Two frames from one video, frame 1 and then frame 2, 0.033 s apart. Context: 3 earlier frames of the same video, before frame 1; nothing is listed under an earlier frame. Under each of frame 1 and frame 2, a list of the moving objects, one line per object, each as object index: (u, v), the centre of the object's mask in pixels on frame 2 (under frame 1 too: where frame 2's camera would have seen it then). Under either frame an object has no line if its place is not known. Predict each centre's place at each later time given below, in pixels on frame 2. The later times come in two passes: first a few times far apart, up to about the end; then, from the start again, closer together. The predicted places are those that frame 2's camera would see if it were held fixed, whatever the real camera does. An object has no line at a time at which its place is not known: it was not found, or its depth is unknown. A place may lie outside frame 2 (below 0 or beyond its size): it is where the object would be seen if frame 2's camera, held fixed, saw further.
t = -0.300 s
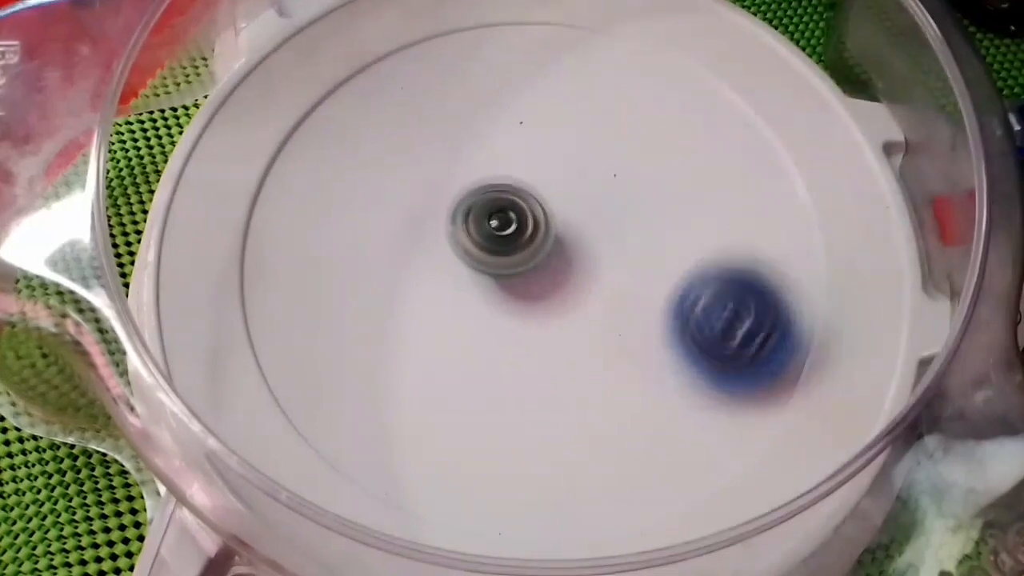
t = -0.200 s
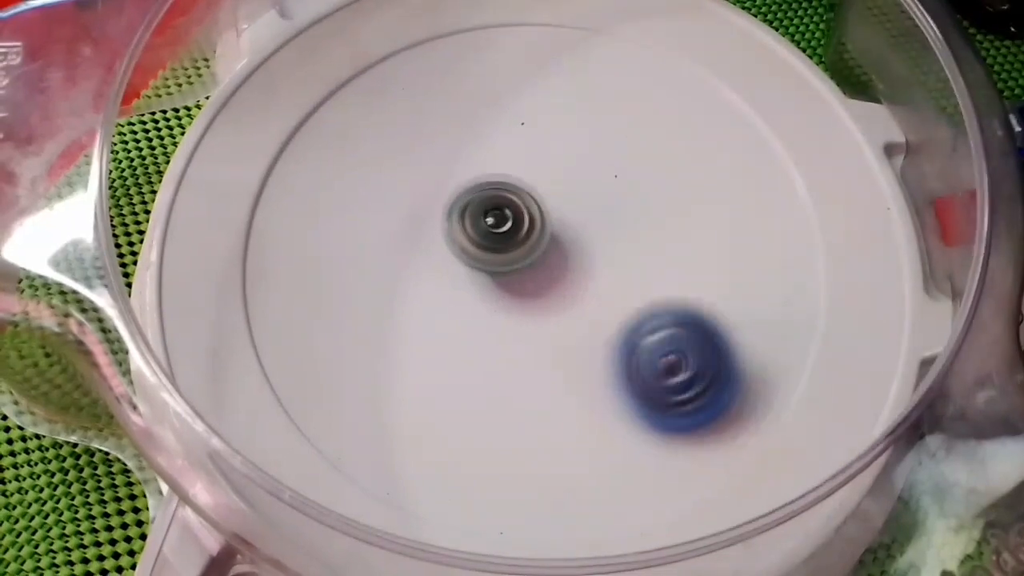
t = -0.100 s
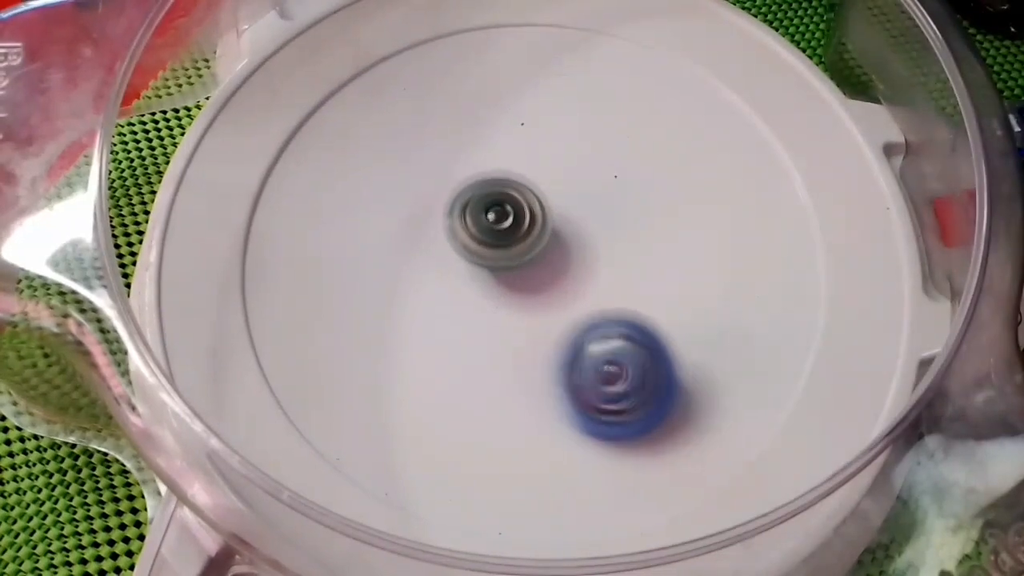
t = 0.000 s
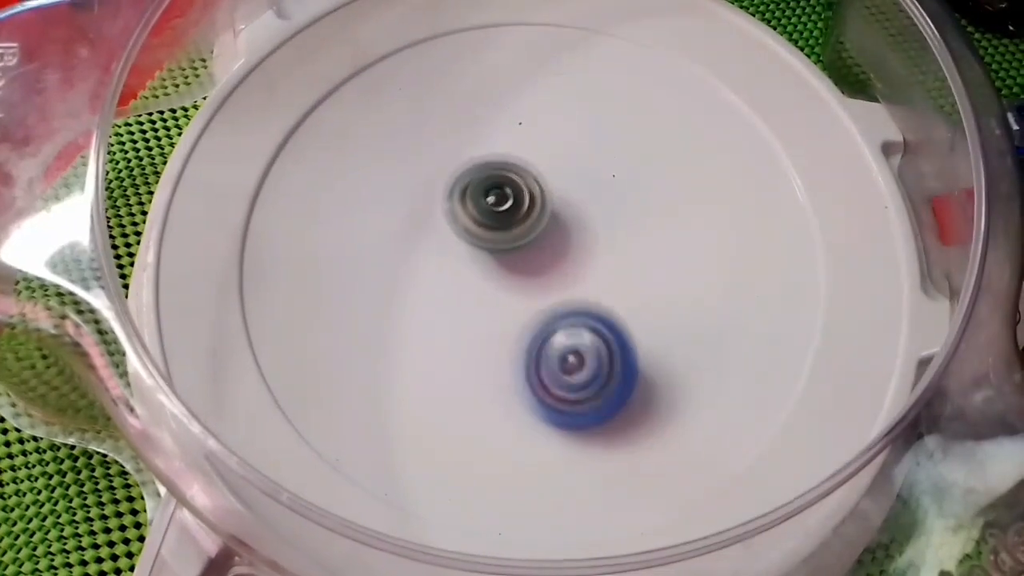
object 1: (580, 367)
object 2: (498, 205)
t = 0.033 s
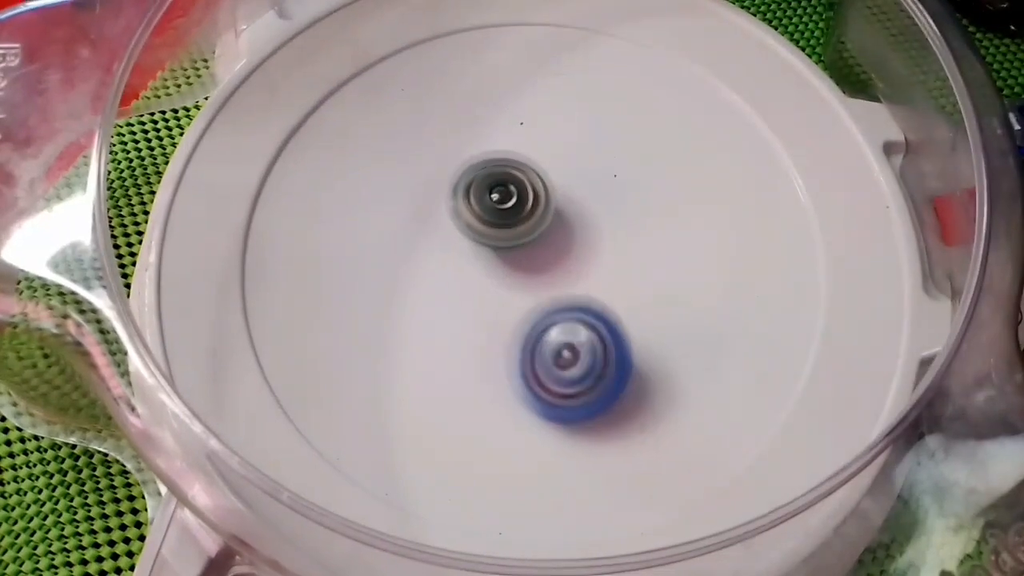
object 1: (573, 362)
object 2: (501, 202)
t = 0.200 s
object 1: (582, 346)
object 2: (509, 206)
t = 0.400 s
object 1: (686, 370)
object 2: (506, 214)
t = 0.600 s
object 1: (800, 332)
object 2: (544, 209)
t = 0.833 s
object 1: (693, 209)
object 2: (548, 197)
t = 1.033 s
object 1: (615, 399)
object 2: (403, 206)
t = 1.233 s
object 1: (668, 445)
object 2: (365, 292)
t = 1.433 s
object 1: (661, 299)
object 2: (426, 341)
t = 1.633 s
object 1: (562, 226)
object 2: (415, 386)
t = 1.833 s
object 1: (504, 236)
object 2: (470, 410)
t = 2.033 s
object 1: (531, 262)
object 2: (536, 375)
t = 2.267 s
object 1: (508, 201)
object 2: (567, 294)
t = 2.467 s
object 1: (440, 240)
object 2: (564, 233)
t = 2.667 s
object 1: (527, 290)
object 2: (562, 165)
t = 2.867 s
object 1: (554, 243)
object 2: (533, 97)
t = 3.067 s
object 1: (579, 293)
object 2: (484, 50)
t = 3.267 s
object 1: (578, 257)
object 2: (463, 81)
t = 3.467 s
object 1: (519, 262)
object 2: (478, 148)
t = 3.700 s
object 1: (561, 328)
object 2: (549, 218)
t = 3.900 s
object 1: (680, 363)
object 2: (607, 158)
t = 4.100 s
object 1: (566, 274)
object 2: (615, 129)
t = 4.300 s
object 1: (411, 423)
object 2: (580, 78)
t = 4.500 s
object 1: (601, 446)
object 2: (546, 109)
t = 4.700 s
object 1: (574, 274)
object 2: (520, 94)
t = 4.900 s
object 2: (462, 17)
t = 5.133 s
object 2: (456, 195)
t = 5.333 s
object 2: (530, 195)
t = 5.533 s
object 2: (583, 163)
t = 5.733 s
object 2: (576, 192)
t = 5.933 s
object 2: (668, 181)
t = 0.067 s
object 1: (569, 358)
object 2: (501, 202)
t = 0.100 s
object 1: (567, 354)
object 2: (501, 202)
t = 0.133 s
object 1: (569, 350)
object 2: (504, 201)
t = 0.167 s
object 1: (574, 347)
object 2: (507, 202)
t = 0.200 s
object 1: (582, 346)
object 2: (509, 206)
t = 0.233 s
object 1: (592, 346)
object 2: (510, 208)
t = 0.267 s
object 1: (605, 348)
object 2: (508, 210)
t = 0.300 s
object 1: (619, 351)
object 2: (506, 211)
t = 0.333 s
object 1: (638, 356)
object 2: (505, 212)
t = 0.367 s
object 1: (660, 363)
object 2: (505, 214)
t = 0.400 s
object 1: (686, 370)
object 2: (506, 214)
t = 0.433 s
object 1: (716, 377)
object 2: (510, 214)
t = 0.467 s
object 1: (747, 381)
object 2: (518, 215)
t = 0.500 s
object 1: (779, 381)
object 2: (527, 216)
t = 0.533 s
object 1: (792, 367)
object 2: (534, 214)
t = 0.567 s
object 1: (795, 351)
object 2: (539, 212)
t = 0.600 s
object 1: (800, 332)
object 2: (544, 209)
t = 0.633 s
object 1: (804, 312)
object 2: (549, 202)
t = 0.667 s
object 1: (809, 291)
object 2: (552, 197)
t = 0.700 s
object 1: (810, 267)
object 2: (552, 196)
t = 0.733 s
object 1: (799, 243)
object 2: (551, 195)
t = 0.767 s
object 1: (774, 226)
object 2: (550, 195)
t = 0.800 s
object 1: (740, 212)
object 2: (549, 196)
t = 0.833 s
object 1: (693, 209)
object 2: (548, 197)
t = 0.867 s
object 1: (657, 216)
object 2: (536, 199)
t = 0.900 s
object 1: (647, 240)
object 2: (497, 194)
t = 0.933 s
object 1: (633, 272)
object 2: (463, 192)
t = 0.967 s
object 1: (621, 311)
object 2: (437, 192)
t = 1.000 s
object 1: (613, 353)
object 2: (419, 197)
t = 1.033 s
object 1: (615, 399)
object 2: (403, 206)
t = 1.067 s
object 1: (622, 440)
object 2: (389, 219)
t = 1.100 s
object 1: (637, 477)
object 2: (379, 233)
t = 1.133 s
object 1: (654, 492)
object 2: (370, 248)
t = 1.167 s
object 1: (665, 487)
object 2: (365, 263)
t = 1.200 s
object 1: (667, 474)
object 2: (363, 277)
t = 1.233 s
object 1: (668, 445)
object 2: (365, 292)
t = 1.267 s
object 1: (669, 418)
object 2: (369, 305)
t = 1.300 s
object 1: (673, 390)
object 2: (376, 316)
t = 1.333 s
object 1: (677, 364)
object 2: (386, 327)
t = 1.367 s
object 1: (680, 340)
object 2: (398, 334)
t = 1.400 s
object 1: (675, 317)
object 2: (410, 339)
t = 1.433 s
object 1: (661, 299)
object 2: (426, 341)
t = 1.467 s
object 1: (639, 285)
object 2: (443, 342)
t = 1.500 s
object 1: (609, 276)
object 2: (458, 341)
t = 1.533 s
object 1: (574, 272)
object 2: (472, 340)
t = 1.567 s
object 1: (564, 258)
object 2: (453, 356)
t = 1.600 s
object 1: (564, 239)
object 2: (428, 375)
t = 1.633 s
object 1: (562, 226)
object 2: (415, 386)
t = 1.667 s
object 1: (556, 219)
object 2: (414, 394)
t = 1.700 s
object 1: (546, 217)
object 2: (421, 400)
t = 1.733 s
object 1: (534, 217)
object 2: (431, 406)
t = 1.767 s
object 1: (523, 220)
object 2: (444, 411)
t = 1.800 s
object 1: (512, 226)
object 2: (457, 411)
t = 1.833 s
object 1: (504, 236)
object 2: (470, 410)
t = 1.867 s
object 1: (500, 249)
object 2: (483, 405)
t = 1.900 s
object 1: (499, 260)
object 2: (496, 399)
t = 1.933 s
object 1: (504, 273)
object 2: (508, 392)
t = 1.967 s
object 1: (513, 276)
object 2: (519, 387)
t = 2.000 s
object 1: (523, 271)
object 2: (528, 382)
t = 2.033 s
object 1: (531, 262)
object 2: (536, 375)
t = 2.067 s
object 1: (534, 253)
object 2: (544, 366)
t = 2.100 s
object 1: (535, 243)
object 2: (551, 356)
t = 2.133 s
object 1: (535, 232)
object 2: (557, 345)
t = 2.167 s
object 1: (533, 220)
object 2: (561, 333)
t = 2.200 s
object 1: (527, 210)
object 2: (565, 321)
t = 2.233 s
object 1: (519, 204)
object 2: (567, 308)
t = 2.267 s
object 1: (508, 201)
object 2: (567, 294)
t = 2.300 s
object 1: (493, 197)
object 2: (568, 283)
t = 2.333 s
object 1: (476, 194)
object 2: (568, 273)
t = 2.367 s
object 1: (460, 199)
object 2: (567, 263)
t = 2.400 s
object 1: (447, 209)
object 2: (567, 253)
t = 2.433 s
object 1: (439, 223)
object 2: (566, 243)
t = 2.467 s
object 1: (440, 240)
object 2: (564, 233)
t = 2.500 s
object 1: (449, 257)
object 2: (562, 224)
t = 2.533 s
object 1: (463, 270)
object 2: (561, 215)
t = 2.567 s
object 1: (475, 282)
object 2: (565, 202)
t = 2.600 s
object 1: (490, 290)
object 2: (565, 189)
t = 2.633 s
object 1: (508, 293)
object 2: (564, 178)
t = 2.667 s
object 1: (527, 290)
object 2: (562, 165)
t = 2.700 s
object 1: (543, 281)
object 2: (559, 155)
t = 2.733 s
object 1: (555, 268)
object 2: (555, 146)
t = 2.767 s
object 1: (560, 253)
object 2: (549, 137)
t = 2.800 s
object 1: (560, 238)
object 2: (543, 129)
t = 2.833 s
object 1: (558, 231)
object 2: (540, 121)
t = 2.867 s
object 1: (554, 243)
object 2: (533, 97)
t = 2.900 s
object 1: (554, 258)
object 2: (525, 81)
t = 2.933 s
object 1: (555, 272)
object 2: (517, 70)
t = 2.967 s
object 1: (559, 283)
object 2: (509, 62)
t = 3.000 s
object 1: (565, 289)
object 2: (499, 55)
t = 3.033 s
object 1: (572, 292)
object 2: (491, 51)
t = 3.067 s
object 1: (579, 293)
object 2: (484, 50)
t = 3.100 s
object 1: (585, 290)
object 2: (477, 51)
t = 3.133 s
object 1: (589, 283)
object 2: (472, 54)
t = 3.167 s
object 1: (591, 276)
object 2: (468, 59)
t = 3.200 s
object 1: (589, 268)
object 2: (465, 65)
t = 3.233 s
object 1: (584, 263)
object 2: (463, 73)
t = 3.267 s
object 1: (578, 257)
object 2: (463, 81)
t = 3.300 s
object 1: (570, 253)
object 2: (463, 91)
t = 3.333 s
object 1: (560, 250)
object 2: (464, 101)
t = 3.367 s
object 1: (549, 249)
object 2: (465, 112)
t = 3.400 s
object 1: (538, 252)
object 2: (468, 124)
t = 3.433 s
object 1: (527, 257)
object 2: (473, 136)
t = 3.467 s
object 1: (519, 262)
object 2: (478, 148)
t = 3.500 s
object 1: (513, 267)
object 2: (485, 160)
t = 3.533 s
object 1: (509, 274)
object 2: (492, 169)
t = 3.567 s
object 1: (510, 293)
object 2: (502, 178)
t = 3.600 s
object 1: (516, 307)
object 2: (512, 189)
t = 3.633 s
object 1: (528, 318)
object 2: (523, 199)
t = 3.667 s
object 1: (544, 323)
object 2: (536, 210)
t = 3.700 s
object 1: (561, 328)
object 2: (549, 218)
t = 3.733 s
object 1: (580, 358)
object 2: (564, 204)
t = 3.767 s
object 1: (600, 379)
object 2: (580, 184)
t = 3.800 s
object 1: (621, 388)
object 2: (592, 171)
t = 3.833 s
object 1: (645, 388)
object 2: (600, 164)
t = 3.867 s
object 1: (667, 379)
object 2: (604, 160)
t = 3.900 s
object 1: (680, 363)
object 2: (607, 158)
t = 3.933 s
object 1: (683, 342)
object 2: (609, 157)
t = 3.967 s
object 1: (674, 321)
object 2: (611, 157)
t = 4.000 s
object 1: (660, 301)
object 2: (611, 157)
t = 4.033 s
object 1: (637, 278)
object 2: (611, 158)
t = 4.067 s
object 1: (604, 268)
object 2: (613, 156)
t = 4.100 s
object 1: (566, 274)
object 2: (615, 129)
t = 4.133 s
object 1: (522, 291)
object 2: (611, 106)
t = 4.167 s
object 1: (483, 311)
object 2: (606, 94)
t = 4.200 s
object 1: (450, 336)
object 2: (600, 84)
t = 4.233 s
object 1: (427, 365)
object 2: (593, 79)
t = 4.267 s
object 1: (414, 395)
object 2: (586, 77)
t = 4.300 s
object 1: (411, 423)
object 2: (580, 78)
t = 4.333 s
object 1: (421, 453)
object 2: (574, 80)
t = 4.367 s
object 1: (447, 481)
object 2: (569, 83)
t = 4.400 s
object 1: (484, 493)
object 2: (564, 88)
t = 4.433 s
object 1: (527, 493)
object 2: (558, 93)
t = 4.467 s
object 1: (567, 476)
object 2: (552, 100)
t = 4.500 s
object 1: (601, 446)
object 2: (546, 109)
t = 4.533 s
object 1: (623, 407)
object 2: (541, 118)
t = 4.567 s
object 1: (634, 362)
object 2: (536, 129)
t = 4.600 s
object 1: (631, 321)
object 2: (533, 140)
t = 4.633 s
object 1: (620, 279)
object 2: (529, 152)
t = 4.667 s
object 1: (592, 244)
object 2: (527, 159)
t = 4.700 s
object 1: (574, 274)
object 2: (520, 94)
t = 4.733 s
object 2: (507, 33)
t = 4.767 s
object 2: (499, 11)
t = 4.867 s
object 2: (473, 13)
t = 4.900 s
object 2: (462, 17)
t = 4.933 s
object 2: (456, 41)
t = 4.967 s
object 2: (453, 68)
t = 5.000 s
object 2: (448, 94)
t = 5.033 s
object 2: (446, 126)
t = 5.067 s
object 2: (447, 152)
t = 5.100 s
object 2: (449, 174)
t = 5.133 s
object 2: (456, 195)
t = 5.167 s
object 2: (461, 209)
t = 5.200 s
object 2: (467, 221)
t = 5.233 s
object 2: (474, 231)
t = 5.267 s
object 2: (481, 236)
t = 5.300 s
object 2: (506, 214)
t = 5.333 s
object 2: (530, 195)
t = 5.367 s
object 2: (549, 176)
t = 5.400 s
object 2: (565, 164)
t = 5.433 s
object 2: (575, 158)
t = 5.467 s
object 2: (581, 157)
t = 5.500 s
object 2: (583, 160)
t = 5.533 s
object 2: (583, 163)
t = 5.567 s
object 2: (582, 168)
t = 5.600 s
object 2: (581, 173)
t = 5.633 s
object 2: (579, 177)
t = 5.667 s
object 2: (577, 182)
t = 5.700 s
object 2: (575, 188)
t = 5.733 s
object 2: (576, 192)
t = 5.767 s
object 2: (607, 185)
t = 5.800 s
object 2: (639, 185)
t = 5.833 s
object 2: (661, 184)
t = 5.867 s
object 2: (669, 182)
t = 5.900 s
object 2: (670, 183)
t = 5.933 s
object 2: (668, 181)
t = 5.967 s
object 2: (666, 182)
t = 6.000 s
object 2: (665, 185)
